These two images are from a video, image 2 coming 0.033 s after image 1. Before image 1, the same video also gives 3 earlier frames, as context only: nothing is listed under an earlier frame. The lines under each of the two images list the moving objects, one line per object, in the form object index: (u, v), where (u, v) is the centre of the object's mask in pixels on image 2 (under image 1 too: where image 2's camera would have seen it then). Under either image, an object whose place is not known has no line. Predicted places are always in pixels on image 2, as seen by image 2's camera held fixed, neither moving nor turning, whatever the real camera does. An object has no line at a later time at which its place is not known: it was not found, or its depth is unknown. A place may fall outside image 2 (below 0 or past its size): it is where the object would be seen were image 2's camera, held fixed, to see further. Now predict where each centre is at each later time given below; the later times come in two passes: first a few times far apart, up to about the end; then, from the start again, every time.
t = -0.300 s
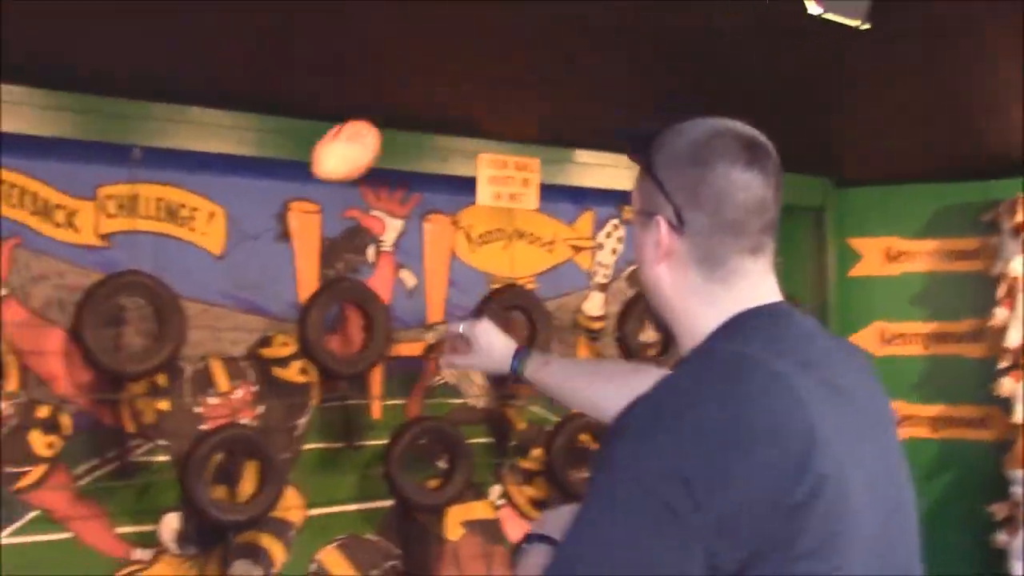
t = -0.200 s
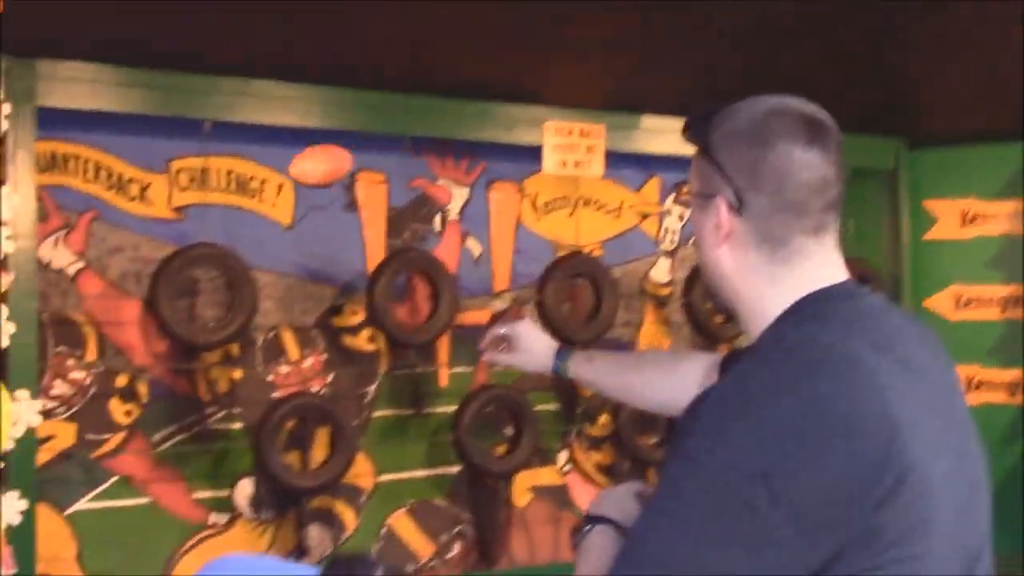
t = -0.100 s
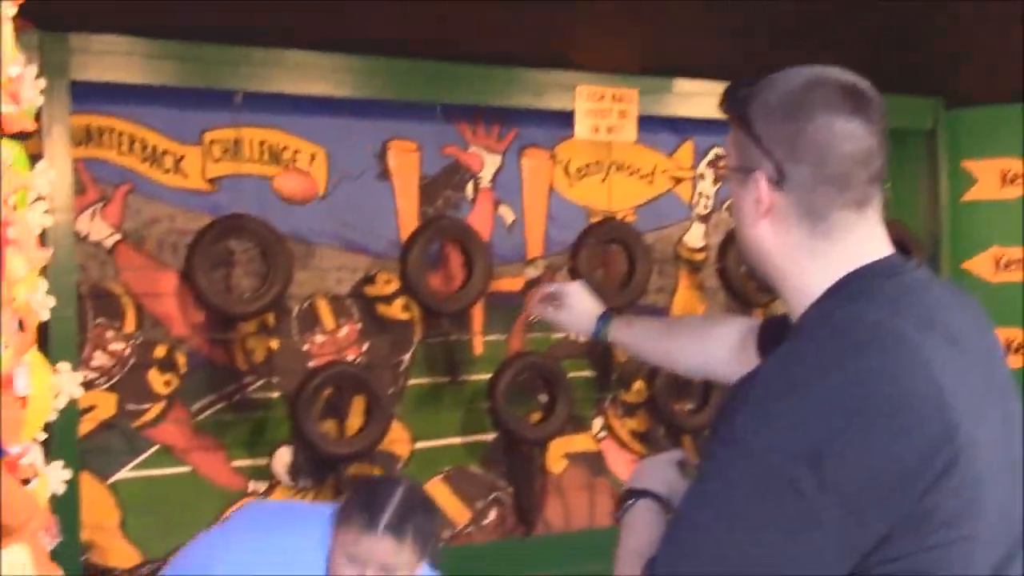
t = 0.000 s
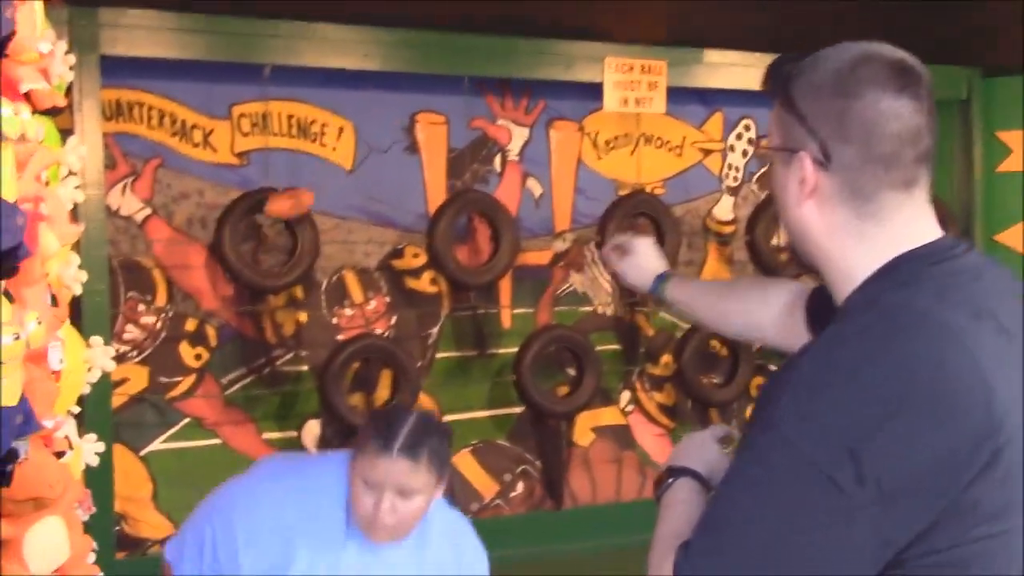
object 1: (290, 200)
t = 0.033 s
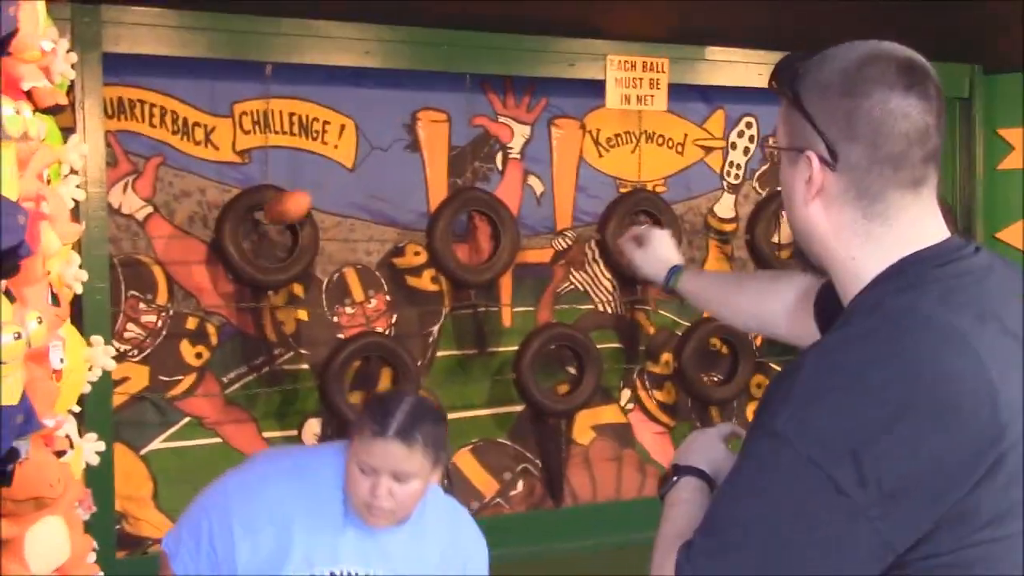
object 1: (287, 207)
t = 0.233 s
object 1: (261, 291)
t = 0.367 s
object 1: (238, 403)
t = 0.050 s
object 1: (285, 211)
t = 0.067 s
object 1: (282, 215)
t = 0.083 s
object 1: (279, 220)
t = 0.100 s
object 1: (276, 227)
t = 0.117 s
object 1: (275, 234)
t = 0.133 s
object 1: (274, 240)
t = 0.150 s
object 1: (271, 244)
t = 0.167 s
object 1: (267, 253)
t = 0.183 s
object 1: (264, 264)
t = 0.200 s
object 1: (262, 274)
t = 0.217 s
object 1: (261, 283)
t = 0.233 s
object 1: (261, 291)
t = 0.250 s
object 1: (259, 303)
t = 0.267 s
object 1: (255, 317)
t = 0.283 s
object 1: (251, 333)
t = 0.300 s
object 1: (248, 346)
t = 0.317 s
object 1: (245, 361)
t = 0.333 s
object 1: (245, 372)
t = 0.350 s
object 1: (242, 389)
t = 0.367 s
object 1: (238, 403)
